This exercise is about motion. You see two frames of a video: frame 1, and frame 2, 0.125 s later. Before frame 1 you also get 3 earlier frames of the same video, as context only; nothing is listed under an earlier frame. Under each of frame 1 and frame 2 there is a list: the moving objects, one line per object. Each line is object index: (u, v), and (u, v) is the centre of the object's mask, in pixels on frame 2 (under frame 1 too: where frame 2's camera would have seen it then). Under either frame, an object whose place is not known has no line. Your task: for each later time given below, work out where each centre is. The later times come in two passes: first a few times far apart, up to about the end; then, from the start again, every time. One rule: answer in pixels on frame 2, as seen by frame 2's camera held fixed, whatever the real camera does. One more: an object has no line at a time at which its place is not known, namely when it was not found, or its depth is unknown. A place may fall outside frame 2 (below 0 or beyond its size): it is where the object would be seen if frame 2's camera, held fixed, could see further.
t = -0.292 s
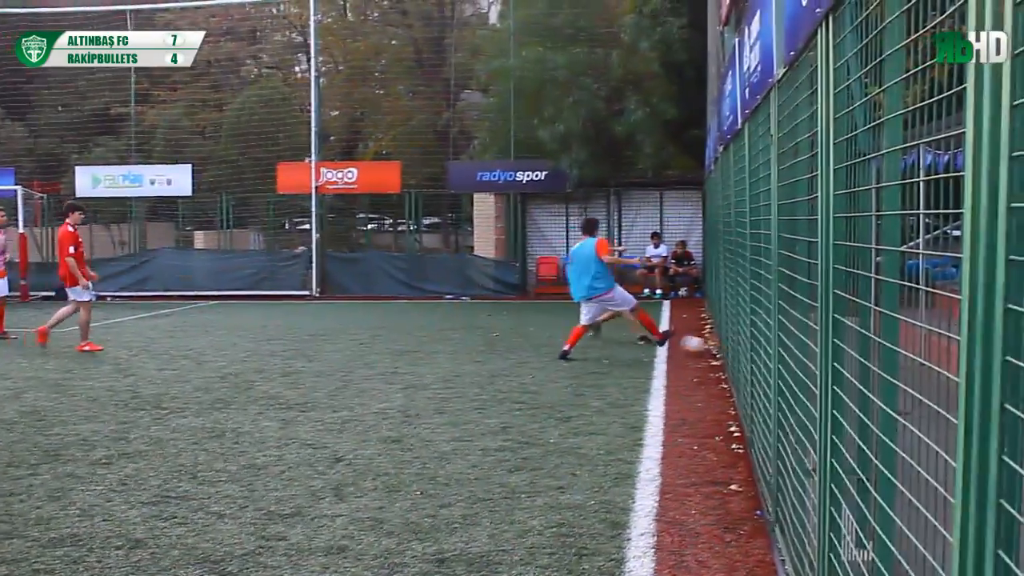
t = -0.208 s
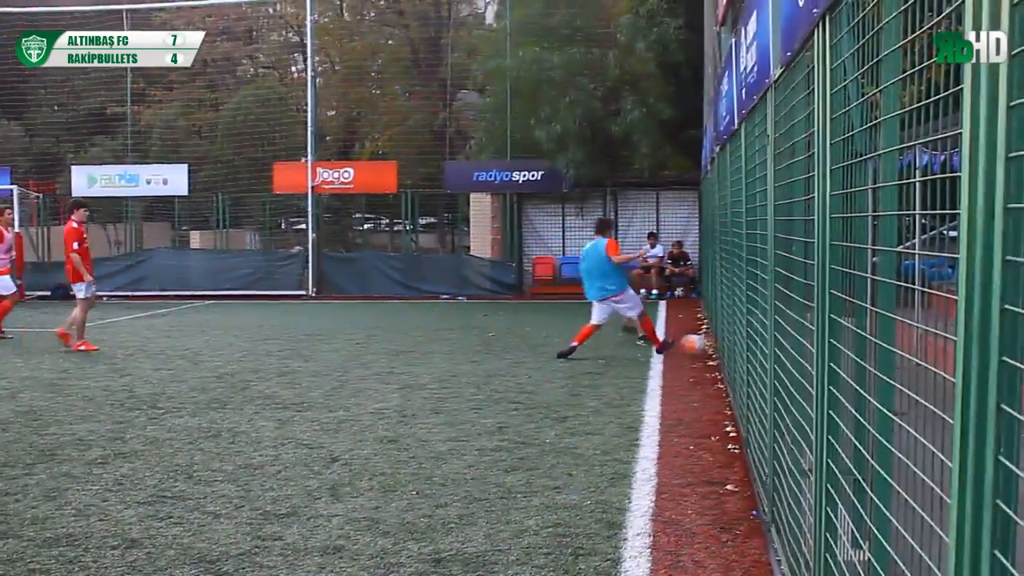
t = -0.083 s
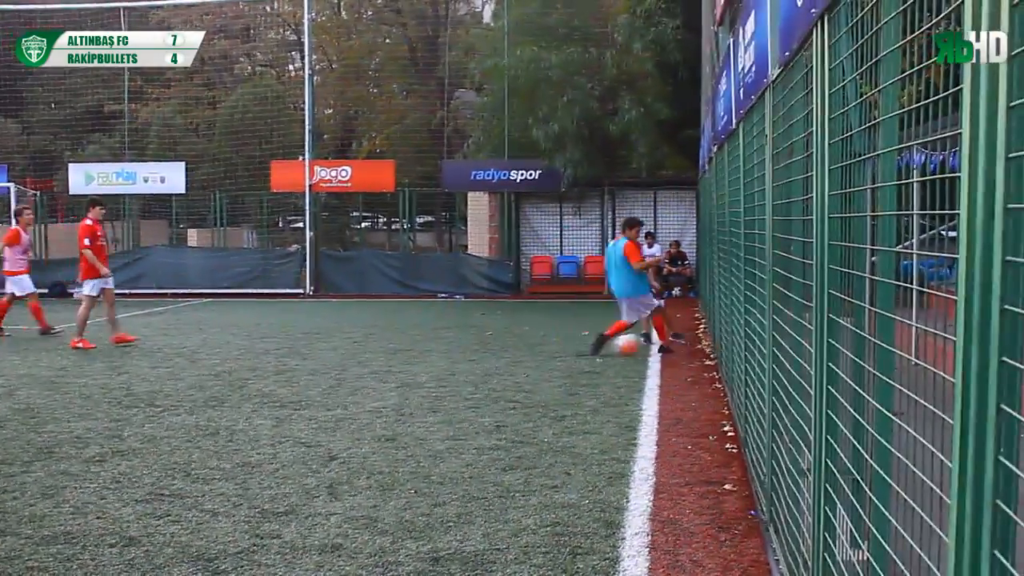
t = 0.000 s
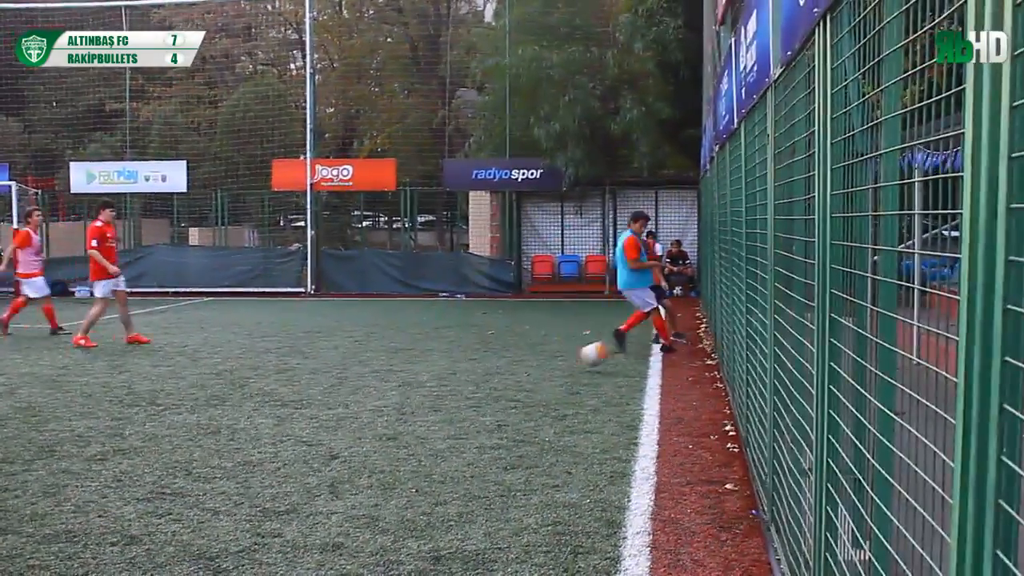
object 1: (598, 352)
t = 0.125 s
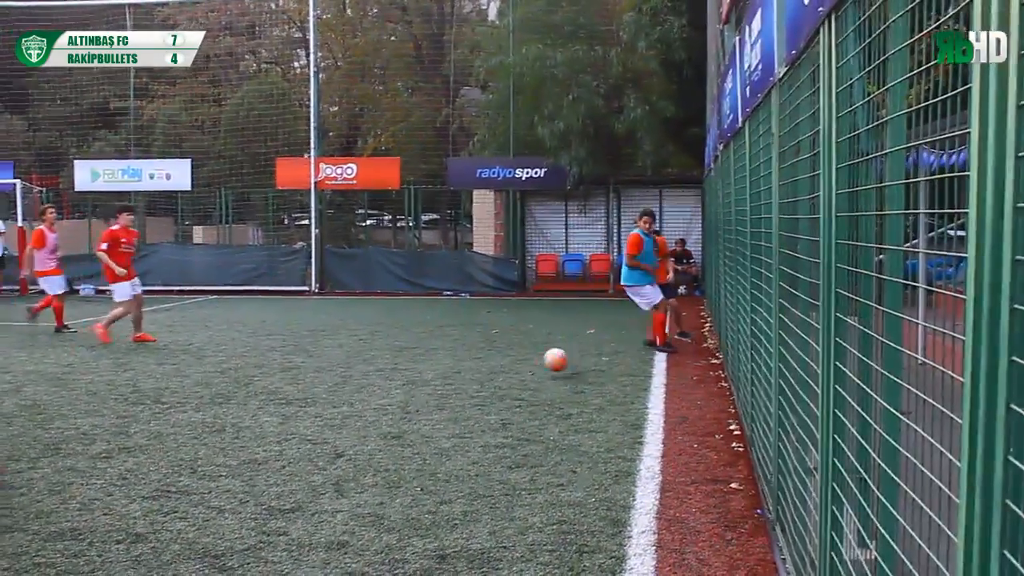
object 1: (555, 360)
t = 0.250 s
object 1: (523, 362)
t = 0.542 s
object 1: (447, 375)
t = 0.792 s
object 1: (379, 393)
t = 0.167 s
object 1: (544, 359)
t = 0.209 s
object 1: (533, 360)
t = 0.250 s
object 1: (523, 362)
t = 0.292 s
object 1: (510, 367)
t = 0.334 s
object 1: (499, 373)
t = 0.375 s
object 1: (489, 371)
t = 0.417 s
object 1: (478, 369)
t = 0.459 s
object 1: (468, 370)
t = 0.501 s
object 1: (457, 372)
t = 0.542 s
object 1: (447, 375)
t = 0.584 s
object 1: (435, 381)
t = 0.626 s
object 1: (425, 385)
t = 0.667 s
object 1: (414, 384)
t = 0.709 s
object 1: (402, 385)
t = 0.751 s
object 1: (391, 388)
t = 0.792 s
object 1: (379, 393)
